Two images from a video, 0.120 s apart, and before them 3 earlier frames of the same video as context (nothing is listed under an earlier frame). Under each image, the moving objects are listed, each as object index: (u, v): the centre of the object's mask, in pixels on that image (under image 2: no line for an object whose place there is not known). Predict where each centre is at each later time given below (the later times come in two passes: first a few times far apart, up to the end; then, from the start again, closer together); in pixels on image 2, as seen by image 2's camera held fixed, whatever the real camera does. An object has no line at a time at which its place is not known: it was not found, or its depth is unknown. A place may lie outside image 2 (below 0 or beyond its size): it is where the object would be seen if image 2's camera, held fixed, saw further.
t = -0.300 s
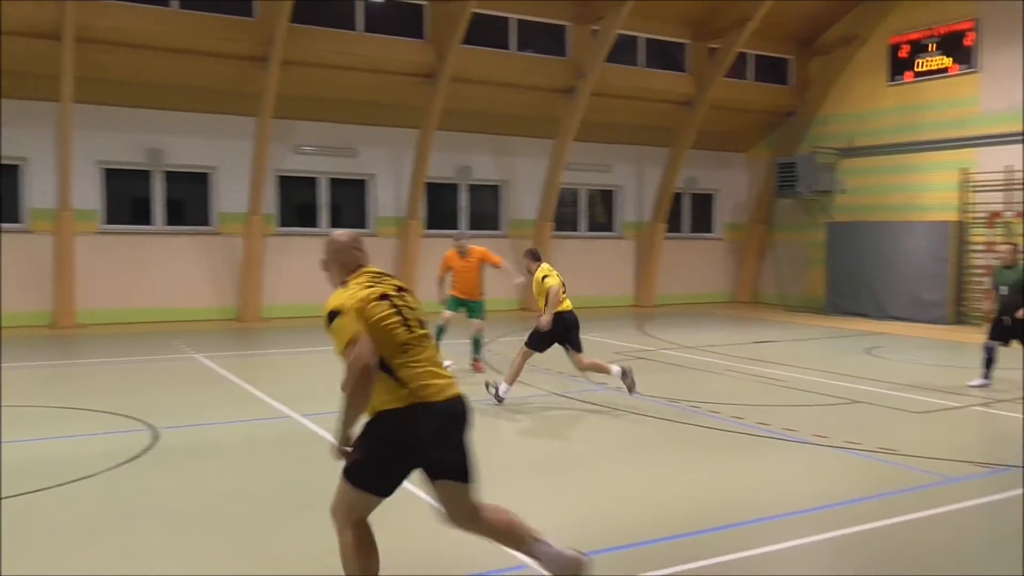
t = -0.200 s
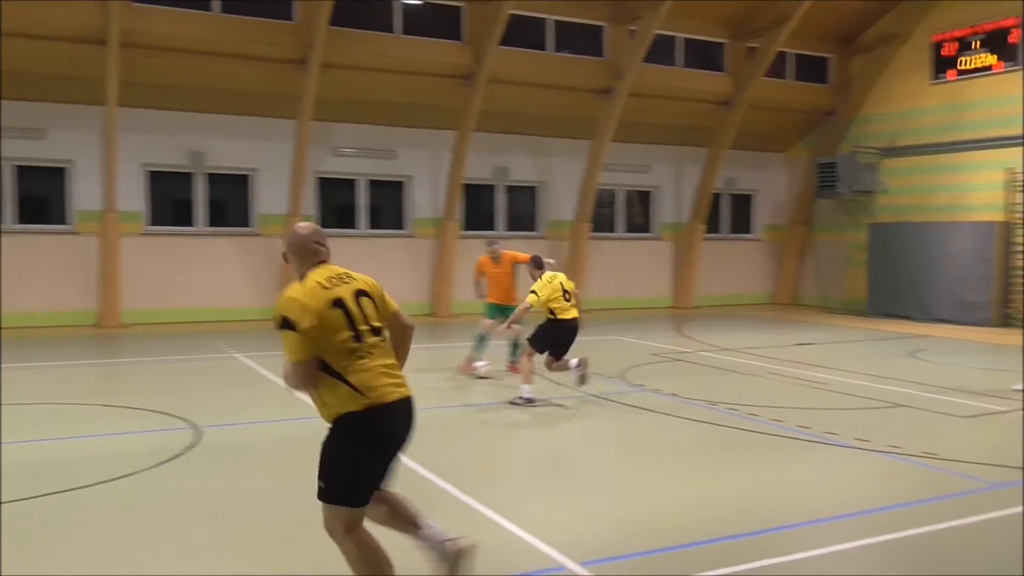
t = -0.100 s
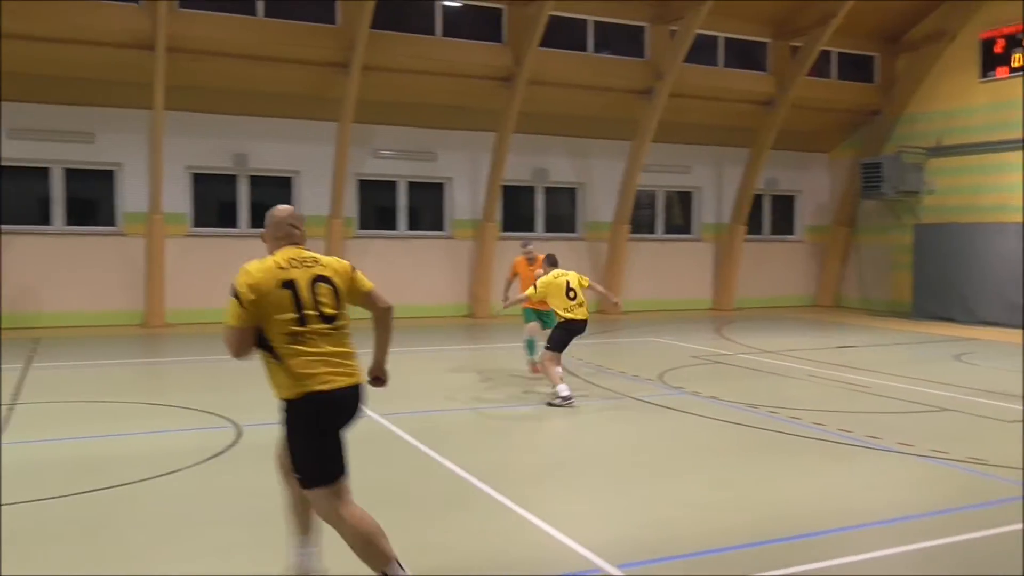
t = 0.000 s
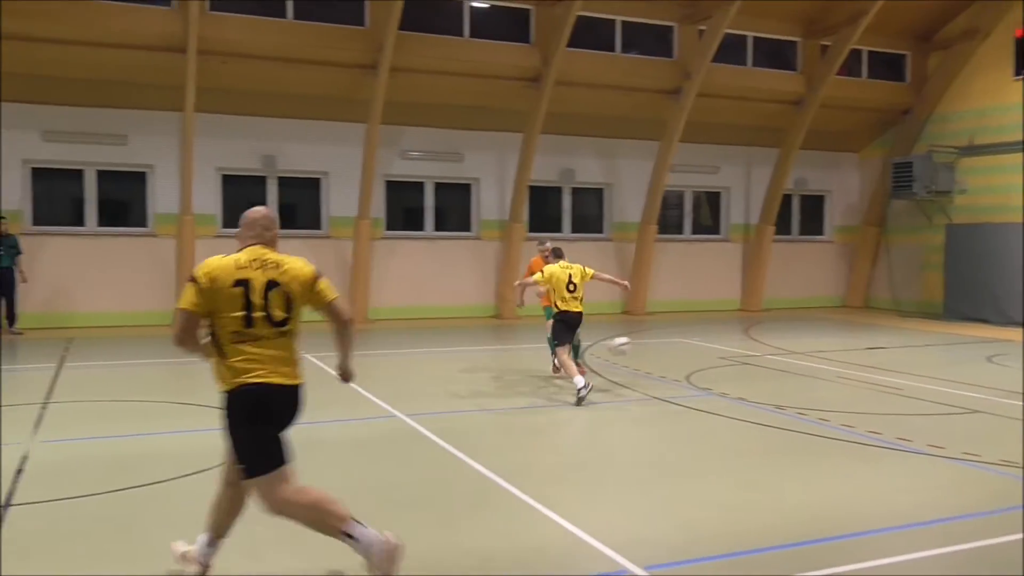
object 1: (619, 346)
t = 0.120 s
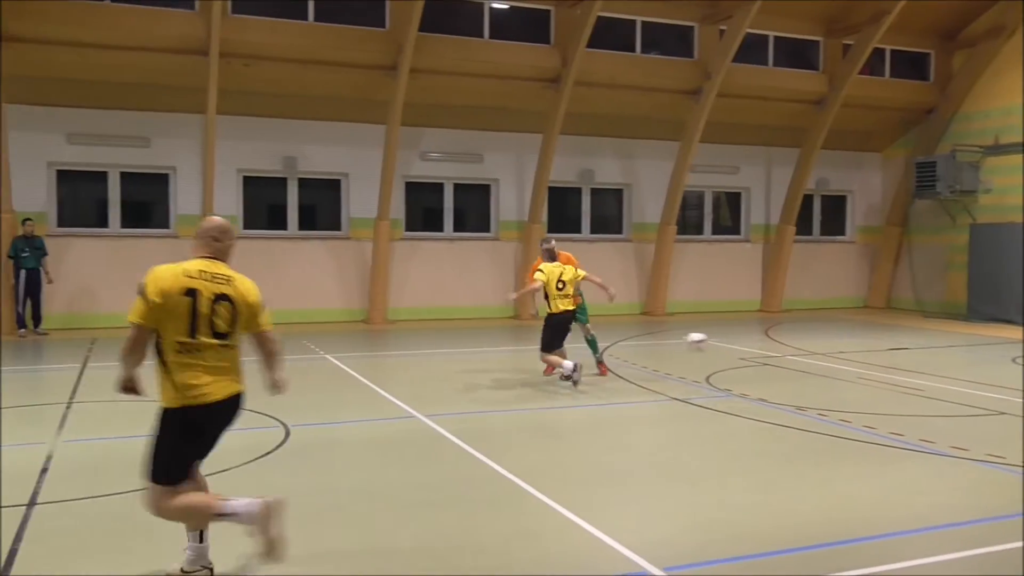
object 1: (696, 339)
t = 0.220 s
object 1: (747, 345)
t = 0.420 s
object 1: (857, 391)
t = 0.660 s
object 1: (971, 405)
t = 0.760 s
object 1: (1015, 415)
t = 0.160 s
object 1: (717, 342)
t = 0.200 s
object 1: (736, 343)
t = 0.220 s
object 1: (747, 345)
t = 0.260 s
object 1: (769, 353)
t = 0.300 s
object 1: (790, 359)
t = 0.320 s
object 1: (801, 363)
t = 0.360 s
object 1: (823, 373)
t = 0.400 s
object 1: (846, 385)
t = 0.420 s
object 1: (857, 391)
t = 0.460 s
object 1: (882, 406)
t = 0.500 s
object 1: (903, 411)
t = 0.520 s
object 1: (911, 408)
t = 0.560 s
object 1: (927, 405)
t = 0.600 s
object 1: (946, 404)
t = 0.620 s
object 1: (954, 404)
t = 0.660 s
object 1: (971, 405)
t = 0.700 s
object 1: (989, 408)
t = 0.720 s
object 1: (998, 409)
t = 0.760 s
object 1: (1015, 415)
